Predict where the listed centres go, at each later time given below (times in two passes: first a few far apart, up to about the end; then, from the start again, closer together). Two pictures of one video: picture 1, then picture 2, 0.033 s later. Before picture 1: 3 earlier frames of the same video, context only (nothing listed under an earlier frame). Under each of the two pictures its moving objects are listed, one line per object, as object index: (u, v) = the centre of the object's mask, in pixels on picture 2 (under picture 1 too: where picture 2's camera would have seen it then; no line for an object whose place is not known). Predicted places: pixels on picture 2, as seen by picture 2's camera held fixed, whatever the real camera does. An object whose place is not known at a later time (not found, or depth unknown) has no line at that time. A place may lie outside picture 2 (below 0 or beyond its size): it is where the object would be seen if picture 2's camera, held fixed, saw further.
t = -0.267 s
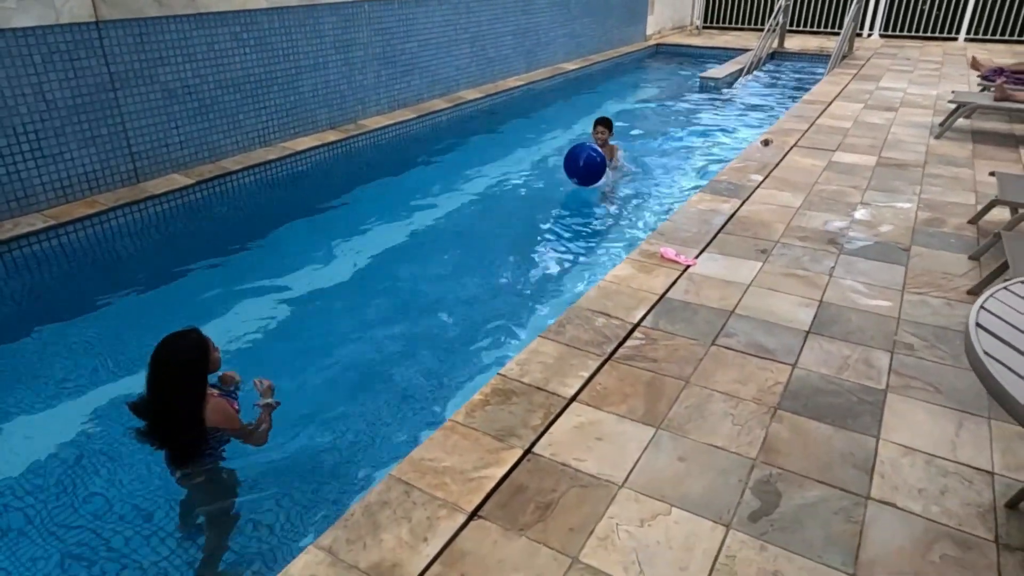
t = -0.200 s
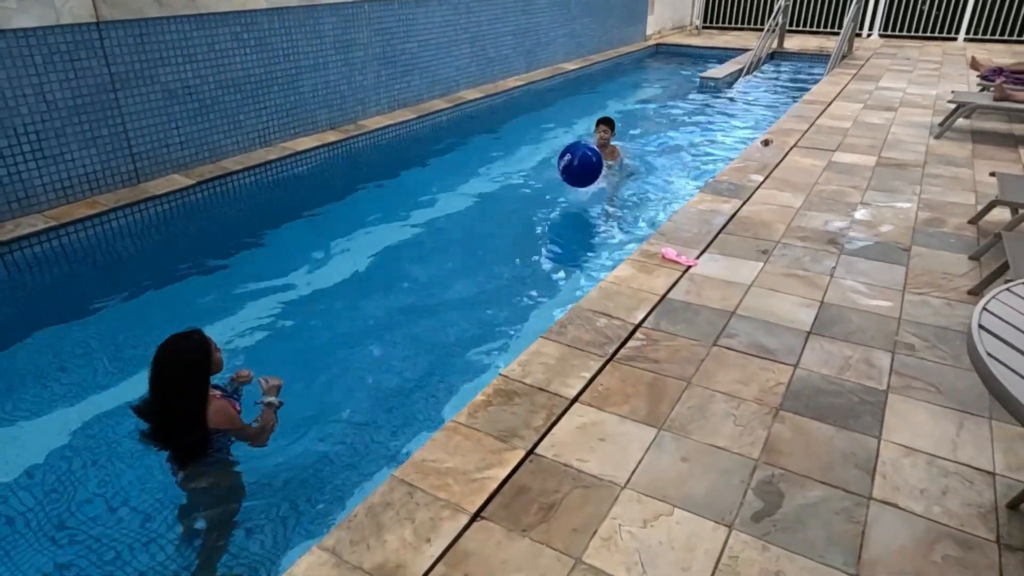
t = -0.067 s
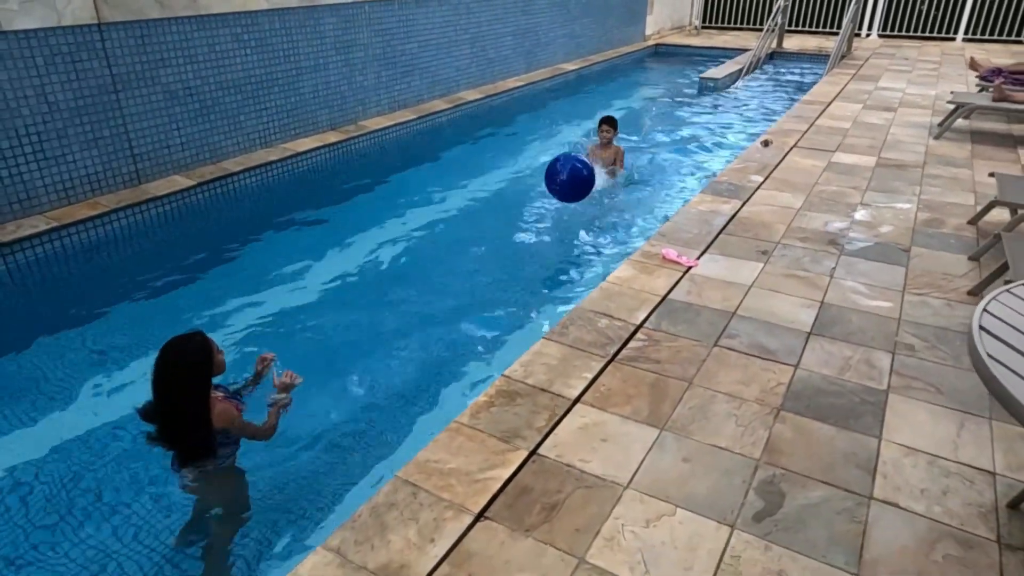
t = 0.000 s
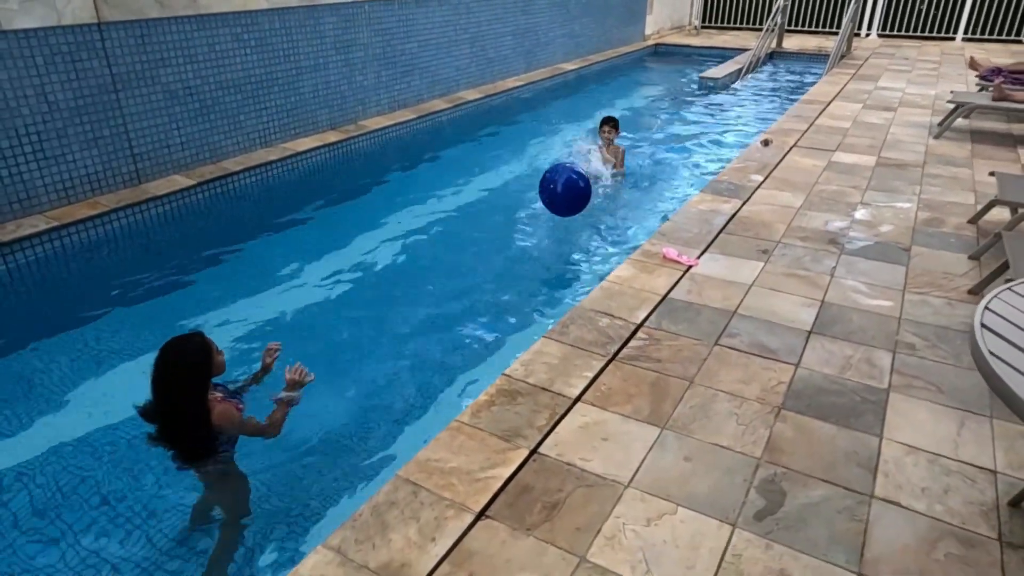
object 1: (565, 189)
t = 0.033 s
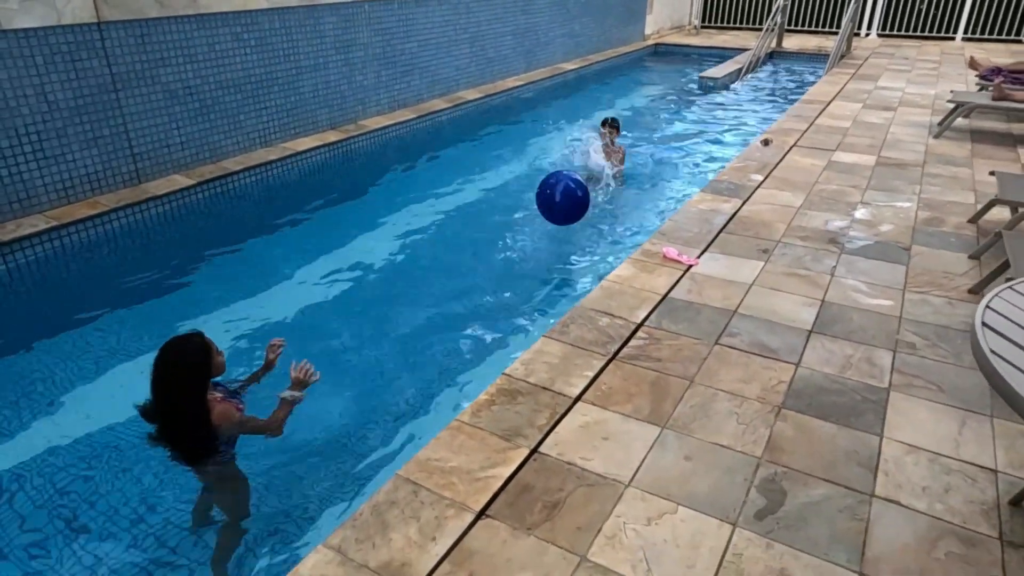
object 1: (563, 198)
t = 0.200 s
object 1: (549, 263)
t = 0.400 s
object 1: (534, 295)
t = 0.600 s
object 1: (524, 313)
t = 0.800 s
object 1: (513, 318)
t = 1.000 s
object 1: (505, 325)
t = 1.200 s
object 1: (505, 325)
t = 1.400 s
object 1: (506, 322)
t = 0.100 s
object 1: (558, 221)
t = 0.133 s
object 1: (555, 236)
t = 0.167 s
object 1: (552, 252)
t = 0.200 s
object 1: (549, 263)
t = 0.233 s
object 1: (547, 267)
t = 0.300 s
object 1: (541, 276)
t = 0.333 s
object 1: (539, 283)
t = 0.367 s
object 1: (536, 290)
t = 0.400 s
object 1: (534, 295)
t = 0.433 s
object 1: (532, 299)
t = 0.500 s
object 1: (528, 307)
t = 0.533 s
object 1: (527, 309)
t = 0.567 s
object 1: (525, 311)
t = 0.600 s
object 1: (524, 313)
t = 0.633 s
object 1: (522, 314)
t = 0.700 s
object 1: (518, 316)
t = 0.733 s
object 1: (516, 317)
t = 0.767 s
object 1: (515, 317)
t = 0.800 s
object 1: (513, 318)
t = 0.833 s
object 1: (511, 319)
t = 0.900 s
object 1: (508, 321)
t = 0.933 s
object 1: (507, 323)
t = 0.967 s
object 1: (506, 324)
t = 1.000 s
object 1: (505, 325)
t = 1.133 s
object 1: (505, 326)
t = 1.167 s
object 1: (505, 326)
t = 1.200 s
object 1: (505, 325)
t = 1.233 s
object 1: (505, 324)
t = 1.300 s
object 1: (505, 323)
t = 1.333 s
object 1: (505, 322)
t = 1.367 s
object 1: (506, 322)
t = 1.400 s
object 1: (506, 322)
